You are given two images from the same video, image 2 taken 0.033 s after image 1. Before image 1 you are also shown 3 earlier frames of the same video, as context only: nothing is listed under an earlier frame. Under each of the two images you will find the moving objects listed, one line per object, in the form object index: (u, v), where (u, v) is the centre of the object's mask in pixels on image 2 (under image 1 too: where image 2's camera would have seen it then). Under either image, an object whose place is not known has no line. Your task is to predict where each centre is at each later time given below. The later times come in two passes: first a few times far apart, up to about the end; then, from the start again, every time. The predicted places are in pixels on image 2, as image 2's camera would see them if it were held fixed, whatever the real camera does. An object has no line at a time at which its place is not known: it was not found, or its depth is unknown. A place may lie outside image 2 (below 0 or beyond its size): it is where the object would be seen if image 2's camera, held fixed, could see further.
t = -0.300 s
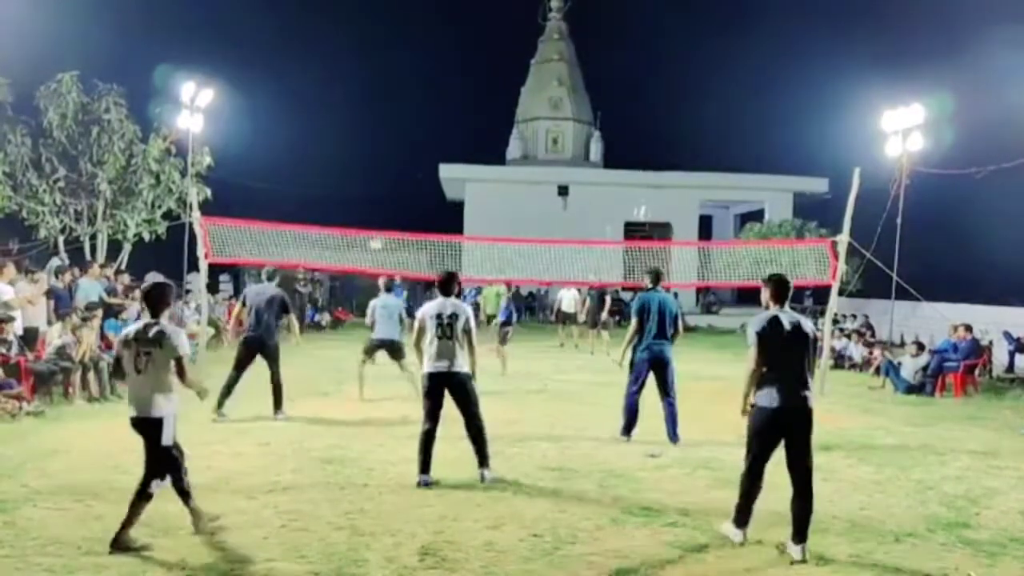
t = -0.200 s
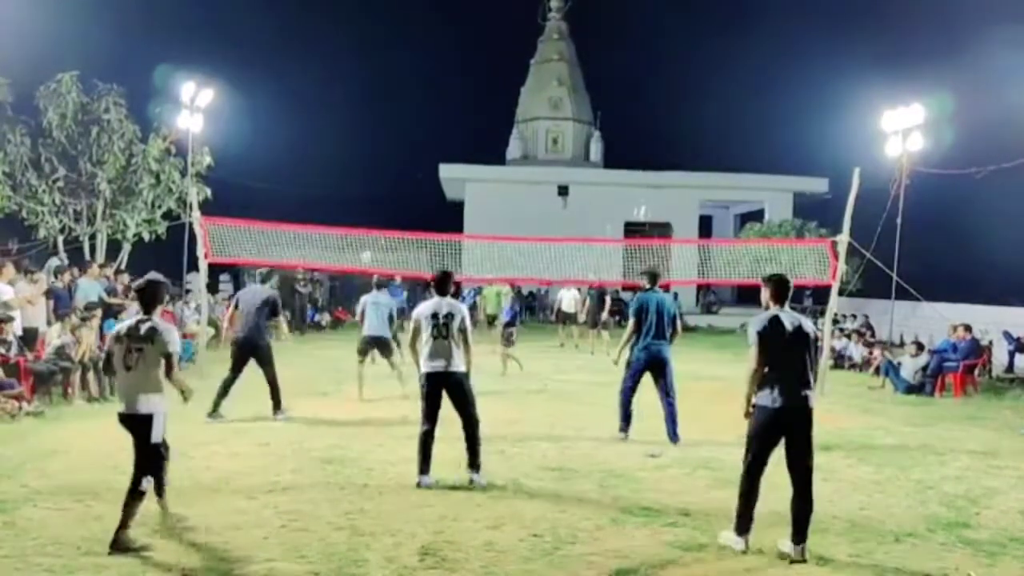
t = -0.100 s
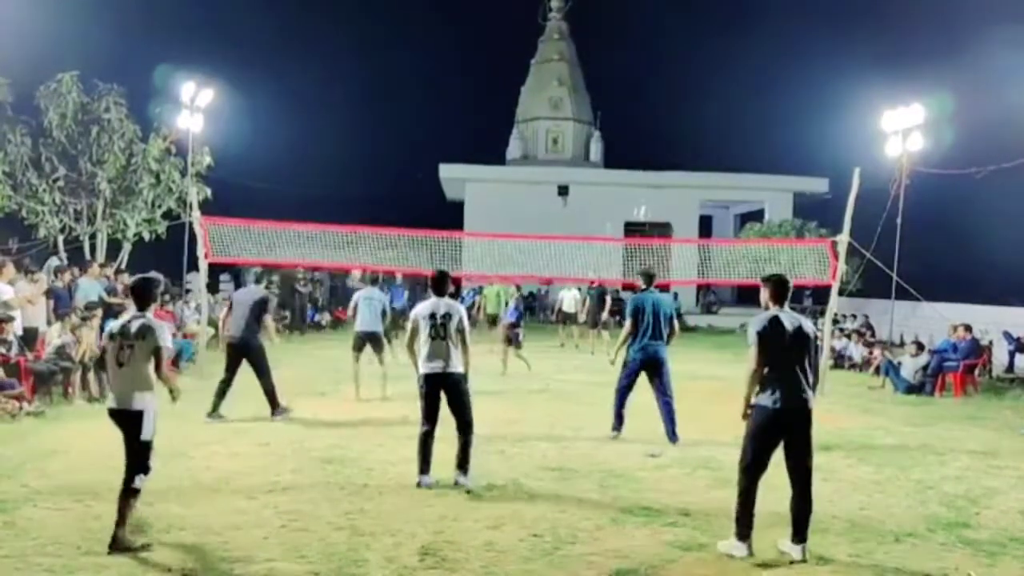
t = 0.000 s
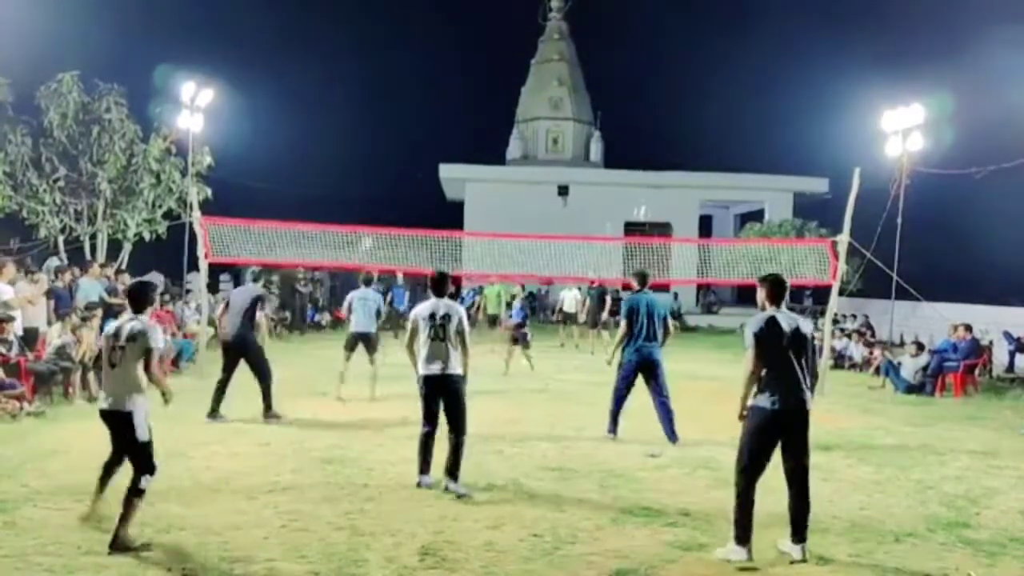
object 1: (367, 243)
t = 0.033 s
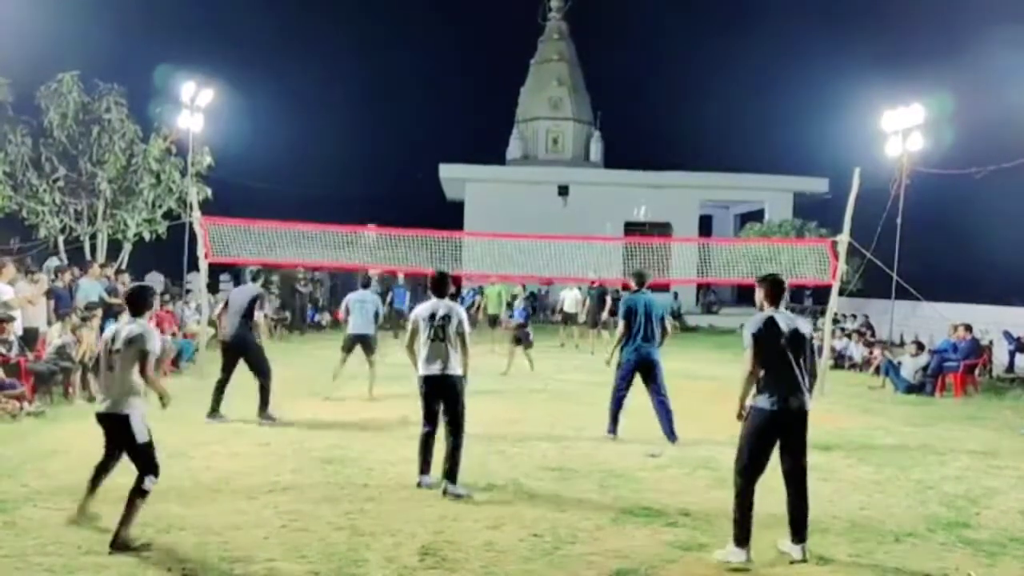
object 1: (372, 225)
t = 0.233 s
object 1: (398, 169)
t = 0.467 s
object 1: (438, 111)
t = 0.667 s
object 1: (484, 82)
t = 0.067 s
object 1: (375, 220)
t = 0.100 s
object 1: (379, 210)
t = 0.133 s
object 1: (384, 199)
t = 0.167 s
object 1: (388, 189)
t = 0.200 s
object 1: (393, 179)
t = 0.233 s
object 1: (398, 169)
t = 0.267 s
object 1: (403, 160)
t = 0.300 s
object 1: (408, 150)
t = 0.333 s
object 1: (414, 141)
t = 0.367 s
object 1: (420, 133)
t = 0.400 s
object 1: (426, 125)
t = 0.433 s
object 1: (432, 118)
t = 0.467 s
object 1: (438, 111)
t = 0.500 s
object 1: (445, 105)
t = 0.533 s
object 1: (452, 98)
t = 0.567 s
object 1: (460, 93)
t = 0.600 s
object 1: (468, 89)
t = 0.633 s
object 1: (475, 85)
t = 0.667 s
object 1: (484, 82)
